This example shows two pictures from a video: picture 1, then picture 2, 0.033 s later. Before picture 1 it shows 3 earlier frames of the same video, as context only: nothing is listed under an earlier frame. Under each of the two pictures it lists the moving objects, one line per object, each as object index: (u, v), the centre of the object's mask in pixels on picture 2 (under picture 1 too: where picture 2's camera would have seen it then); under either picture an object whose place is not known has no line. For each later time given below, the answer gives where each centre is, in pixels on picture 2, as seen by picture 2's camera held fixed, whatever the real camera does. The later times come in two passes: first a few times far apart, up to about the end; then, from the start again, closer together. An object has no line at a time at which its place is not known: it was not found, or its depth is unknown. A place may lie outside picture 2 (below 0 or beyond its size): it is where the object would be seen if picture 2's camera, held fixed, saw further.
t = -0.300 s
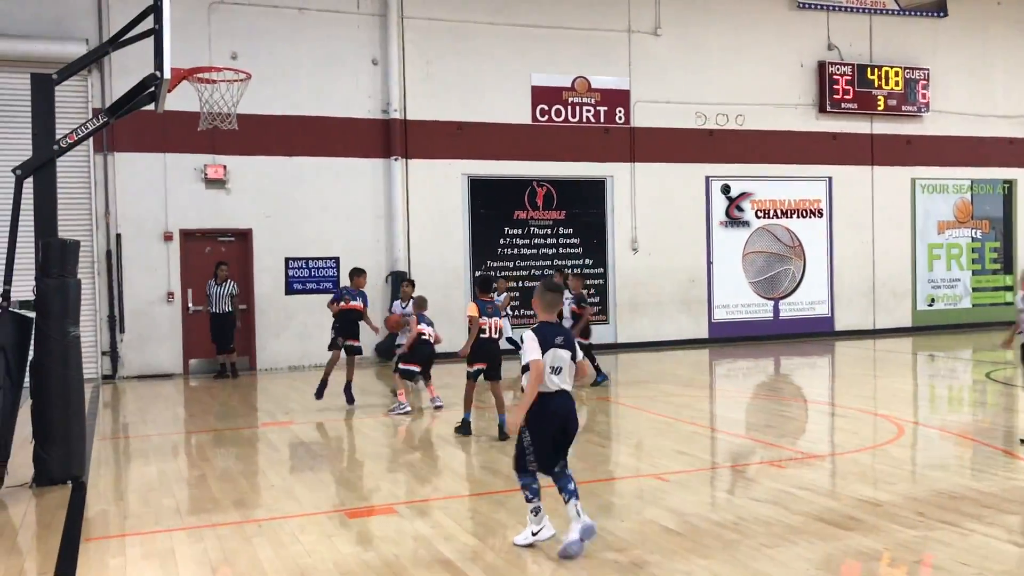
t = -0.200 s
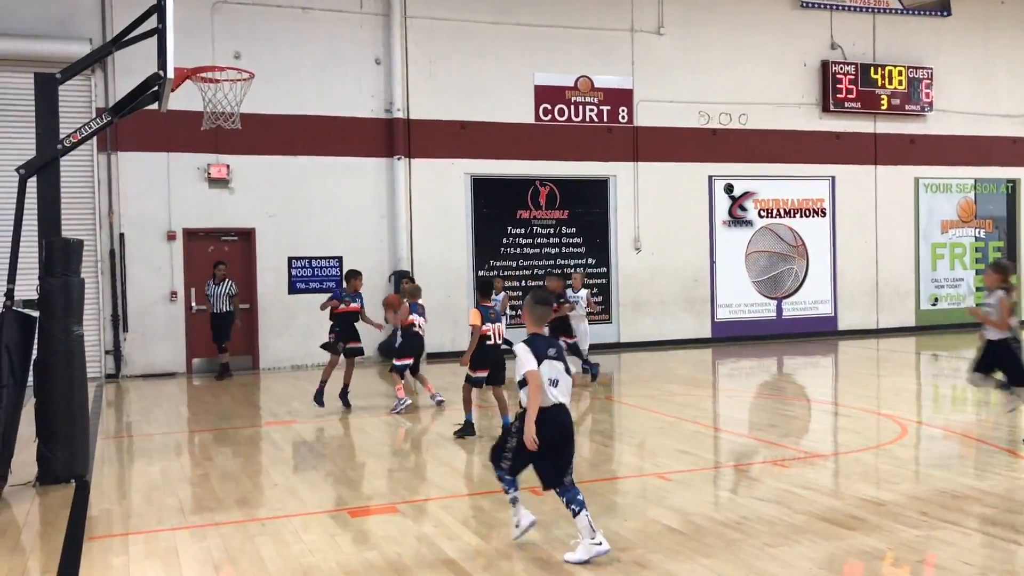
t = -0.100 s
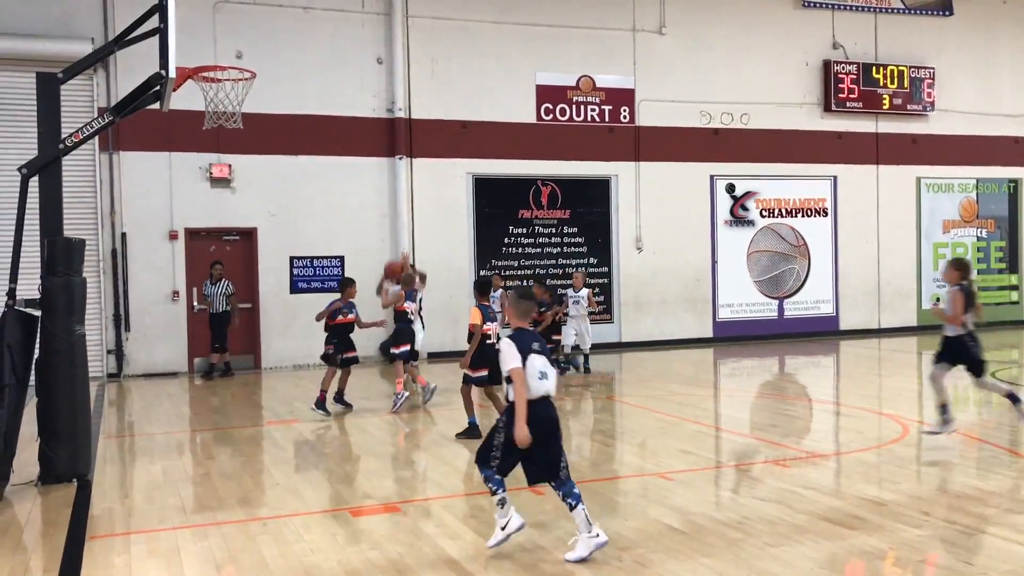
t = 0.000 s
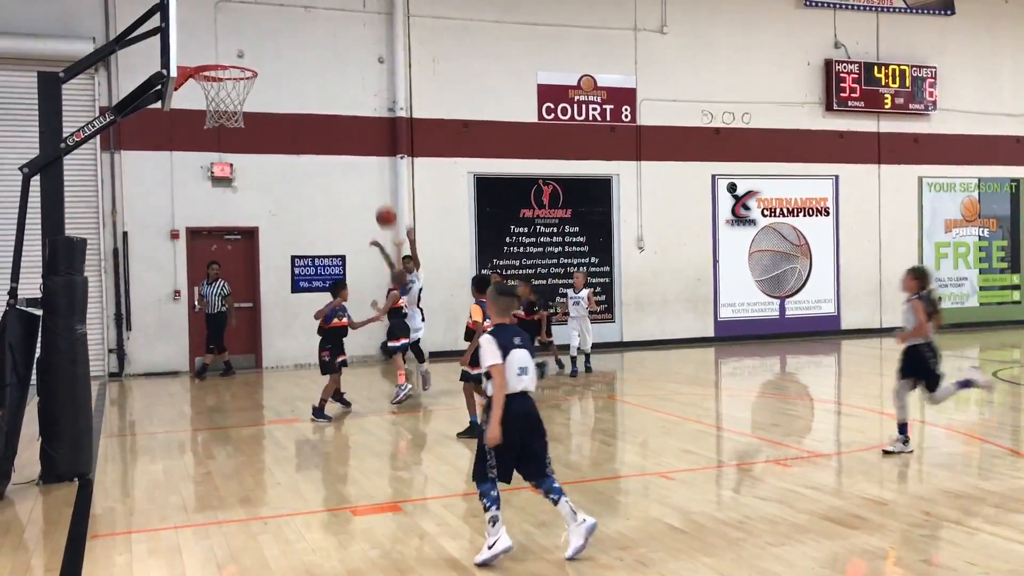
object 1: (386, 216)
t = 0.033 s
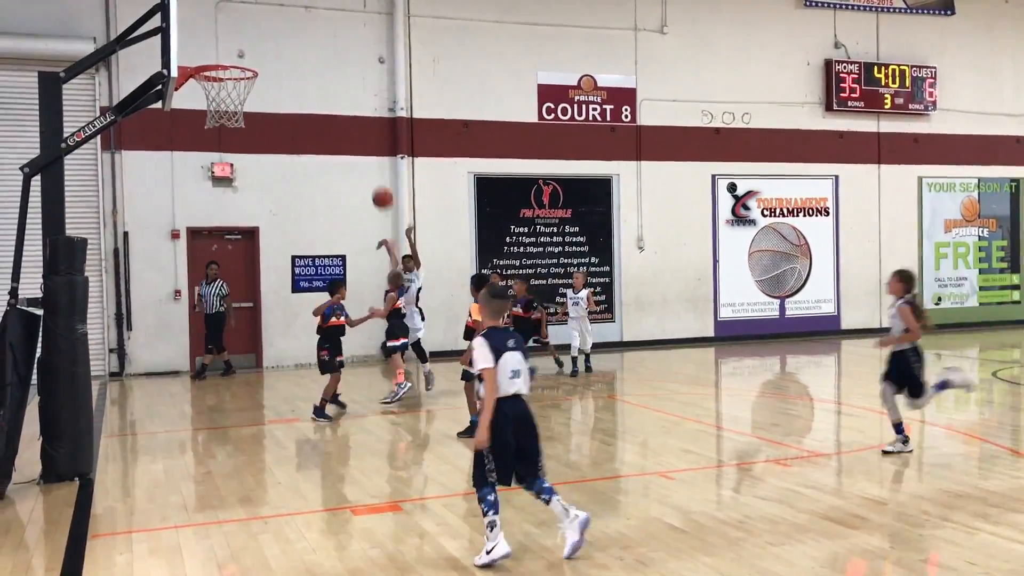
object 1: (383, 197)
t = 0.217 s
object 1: (362, 107)
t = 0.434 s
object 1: (338, 35)
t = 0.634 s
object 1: (315, 7)
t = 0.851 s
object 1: (289, 13)
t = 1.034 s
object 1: (266, 67)
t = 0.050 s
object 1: (381, 189)
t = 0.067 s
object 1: (379, 180)
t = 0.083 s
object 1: (377, 171)
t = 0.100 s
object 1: (375, 163)
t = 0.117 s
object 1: (373, 154)
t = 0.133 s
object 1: (373, 146)
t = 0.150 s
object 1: (370, 136)
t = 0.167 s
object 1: (368, 130)
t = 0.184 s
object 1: (366, 123)
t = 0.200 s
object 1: (364, 113)
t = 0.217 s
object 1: (362, 107)
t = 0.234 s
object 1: (360, 101)
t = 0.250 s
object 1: (358, 94)
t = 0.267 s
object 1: (356, 88)
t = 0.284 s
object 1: (354, 81)
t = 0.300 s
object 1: (353, 75)
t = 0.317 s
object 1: (351, 69)
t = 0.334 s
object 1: (349, 64)
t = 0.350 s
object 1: (347, 58)
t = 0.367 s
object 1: (345, 53)
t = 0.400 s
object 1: (341, 43)
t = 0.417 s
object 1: (339, 39)
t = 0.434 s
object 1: (338, 35)
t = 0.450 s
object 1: (336, 30)
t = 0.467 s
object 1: (334, 27)
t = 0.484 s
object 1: (332, 23)
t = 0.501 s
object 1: (330, 20)
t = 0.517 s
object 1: (328, 17)
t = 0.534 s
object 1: (326, 14)
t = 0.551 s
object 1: (325, 12)
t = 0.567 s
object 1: (323, 10)
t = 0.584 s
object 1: (321, 9)
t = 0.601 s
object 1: (319, 8)
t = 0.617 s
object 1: (317, 8)
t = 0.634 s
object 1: (315, 7)
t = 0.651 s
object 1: (313, 6)
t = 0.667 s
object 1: (311, 6)
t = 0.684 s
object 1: (309, 6)
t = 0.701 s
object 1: (307, 5)
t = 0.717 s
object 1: (305, 6)
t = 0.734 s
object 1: (303, 6)
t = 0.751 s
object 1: (301, 6)
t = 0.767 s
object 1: (299, 7)
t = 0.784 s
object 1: (297, 8)
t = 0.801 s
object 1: (295, 8)
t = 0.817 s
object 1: (293, 9)
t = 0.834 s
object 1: (291, 11)
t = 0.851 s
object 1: (289, 13)
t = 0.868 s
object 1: (287, 17)
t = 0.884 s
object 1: (285, 20)
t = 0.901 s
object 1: (283, 24)
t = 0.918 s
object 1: (281, 28)
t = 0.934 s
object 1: (279, 33)
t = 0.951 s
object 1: (277, 38)
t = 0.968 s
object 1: (274, 43)
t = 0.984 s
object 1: (272, 48)
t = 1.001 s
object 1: (270, 54)
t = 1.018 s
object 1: (268, 61)
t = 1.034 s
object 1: (266, 67)
